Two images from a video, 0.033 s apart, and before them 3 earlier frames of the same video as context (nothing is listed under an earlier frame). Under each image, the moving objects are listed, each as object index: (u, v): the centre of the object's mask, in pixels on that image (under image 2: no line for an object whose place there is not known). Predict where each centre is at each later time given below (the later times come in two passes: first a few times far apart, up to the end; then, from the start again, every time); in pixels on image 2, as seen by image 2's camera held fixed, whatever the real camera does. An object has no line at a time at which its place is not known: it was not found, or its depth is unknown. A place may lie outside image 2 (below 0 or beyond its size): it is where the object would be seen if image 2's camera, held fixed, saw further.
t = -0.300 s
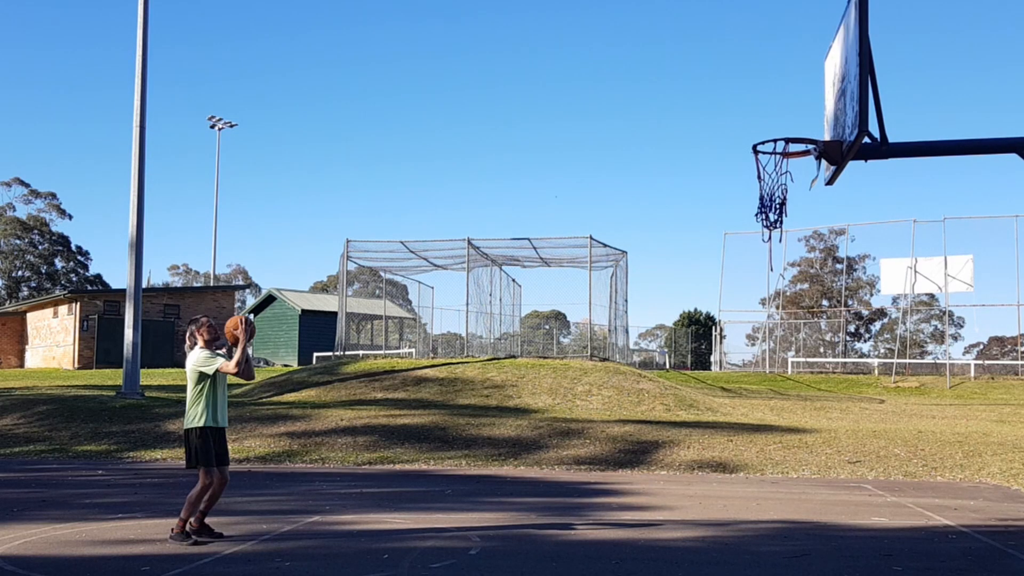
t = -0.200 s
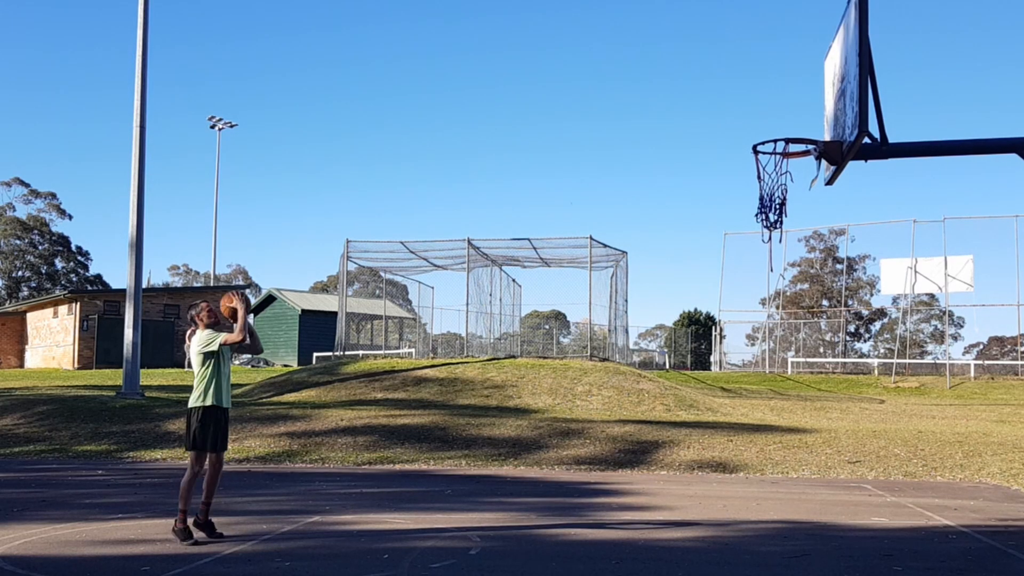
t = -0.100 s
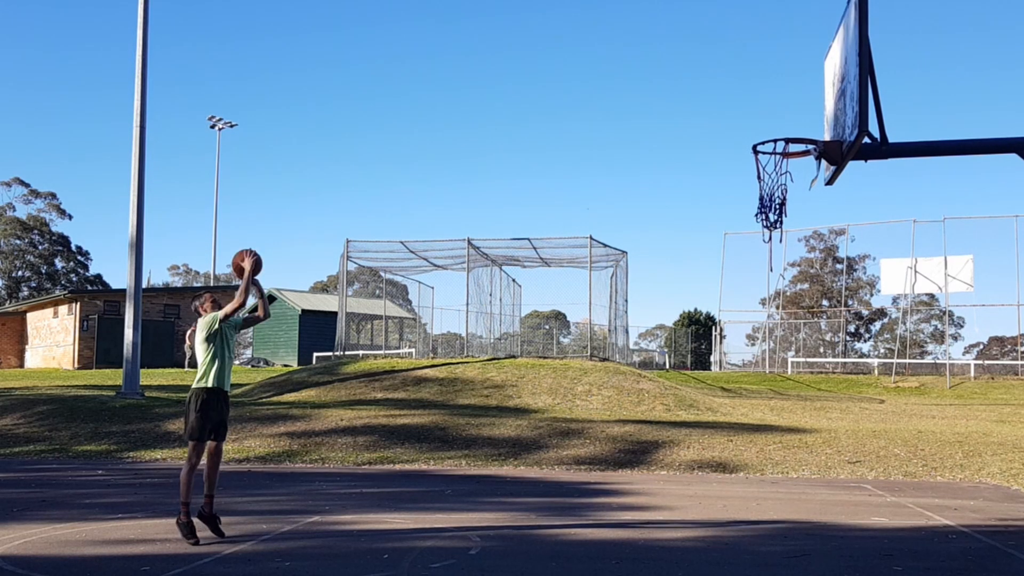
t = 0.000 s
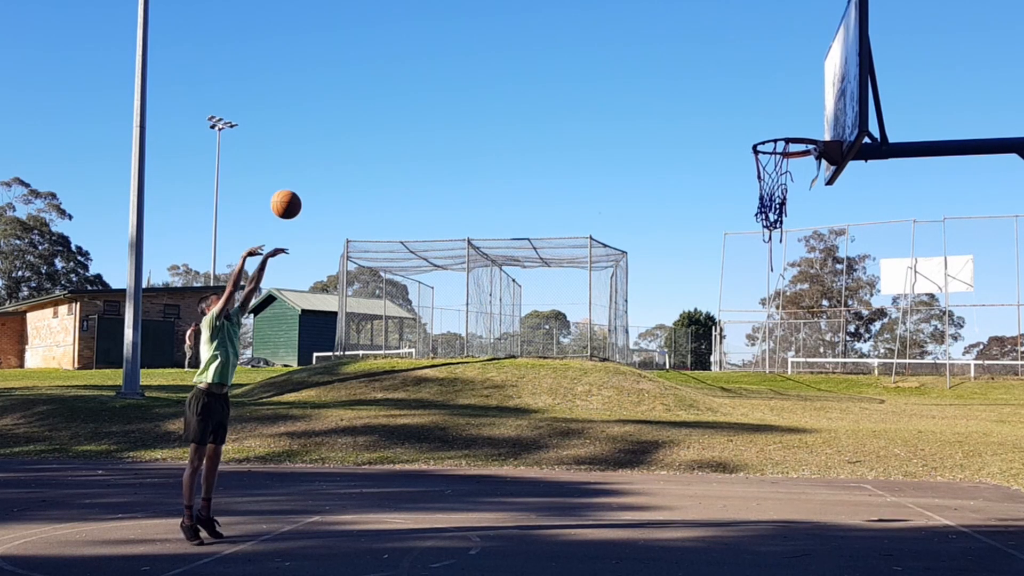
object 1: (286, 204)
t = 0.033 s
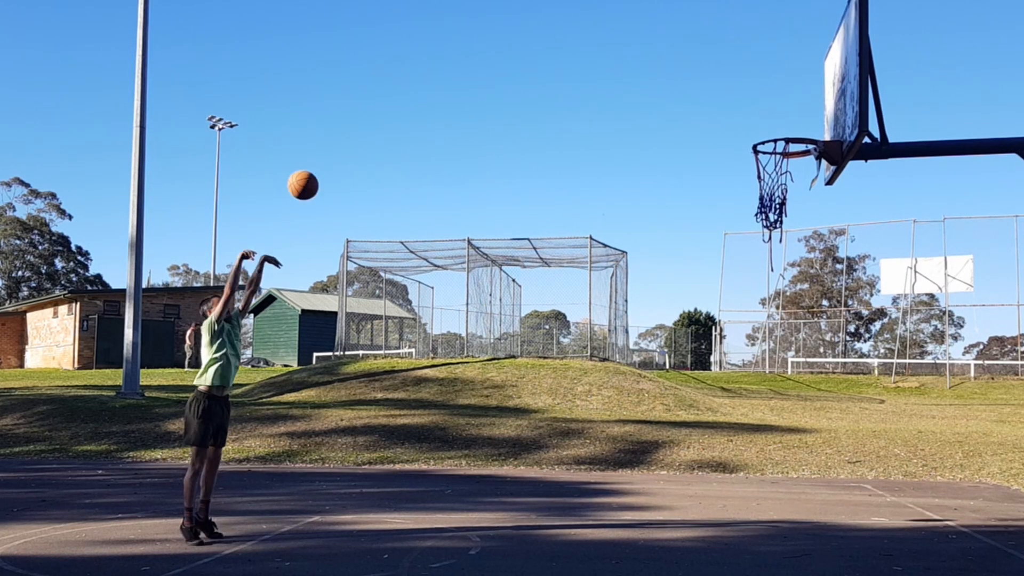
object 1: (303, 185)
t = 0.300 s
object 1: (440, 74)
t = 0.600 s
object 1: (597, 47)
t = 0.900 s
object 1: (762, 131)
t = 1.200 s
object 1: (742, 193)
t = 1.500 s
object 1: (697, 290)
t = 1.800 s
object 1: (653, 502)
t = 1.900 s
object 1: (649, 492)
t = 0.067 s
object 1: (320, 167)
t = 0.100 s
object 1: (337, 150)
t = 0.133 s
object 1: (354, 134)
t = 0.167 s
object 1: (371, 120)
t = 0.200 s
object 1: (388, 106)
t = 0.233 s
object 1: (405, 94)
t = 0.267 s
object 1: (422, 83)
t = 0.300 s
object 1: (440, 74)
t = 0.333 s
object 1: (457, 66)
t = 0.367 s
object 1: (474, 59)
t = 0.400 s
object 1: (491, 53)
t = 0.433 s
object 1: (509, 48)
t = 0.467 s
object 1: (526, 46)
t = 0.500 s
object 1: (543, 44)
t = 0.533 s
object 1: (561, 44)
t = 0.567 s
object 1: (579, 44)
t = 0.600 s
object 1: (597, 47)
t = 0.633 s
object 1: (615, 51)
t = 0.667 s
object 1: (633, 56)
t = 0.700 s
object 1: (651, 62)
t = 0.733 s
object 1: (669, 70)
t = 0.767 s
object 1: (688, 80)
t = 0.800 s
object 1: (706, 91)
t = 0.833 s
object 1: (725, 103)
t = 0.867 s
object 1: (744, 117)
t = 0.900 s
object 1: (762, 131)
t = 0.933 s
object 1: (779, 138)
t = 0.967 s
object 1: (796, 145)
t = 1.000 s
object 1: (795, 154)
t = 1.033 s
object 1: (782, 163)
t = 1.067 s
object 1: (768, 174)
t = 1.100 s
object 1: (757, 182)
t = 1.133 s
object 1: (751, 186)
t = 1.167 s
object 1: (746, 188)
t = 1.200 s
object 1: (742, 193)
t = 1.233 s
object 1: (737, 198)
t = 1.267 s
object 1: (732, 204)
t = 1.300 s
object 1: (727, 212)
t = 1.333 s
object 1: (722, 222)
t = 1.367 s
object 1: (717, 232)
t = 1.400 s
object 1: (712, 244)
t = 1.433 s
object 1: (707, 258)
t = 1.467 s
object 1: (702, 273)
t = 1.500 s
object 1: (697, 290)
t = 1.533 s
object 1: (692, 308)
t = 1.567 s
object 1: (687, 327)
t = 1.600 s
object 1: (681, 348)
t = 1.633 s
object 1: (677, 369)
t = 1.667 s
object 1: (672, 393)
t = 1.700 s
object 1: (667, 418)
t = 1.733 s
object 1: (663, 444)
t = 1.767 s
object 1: (658, 473)
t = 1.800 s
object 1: (653, 502)
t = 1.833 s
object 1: (649, 533)
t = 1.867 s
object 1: (649, 518)
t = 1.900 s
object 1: (649, 492)
